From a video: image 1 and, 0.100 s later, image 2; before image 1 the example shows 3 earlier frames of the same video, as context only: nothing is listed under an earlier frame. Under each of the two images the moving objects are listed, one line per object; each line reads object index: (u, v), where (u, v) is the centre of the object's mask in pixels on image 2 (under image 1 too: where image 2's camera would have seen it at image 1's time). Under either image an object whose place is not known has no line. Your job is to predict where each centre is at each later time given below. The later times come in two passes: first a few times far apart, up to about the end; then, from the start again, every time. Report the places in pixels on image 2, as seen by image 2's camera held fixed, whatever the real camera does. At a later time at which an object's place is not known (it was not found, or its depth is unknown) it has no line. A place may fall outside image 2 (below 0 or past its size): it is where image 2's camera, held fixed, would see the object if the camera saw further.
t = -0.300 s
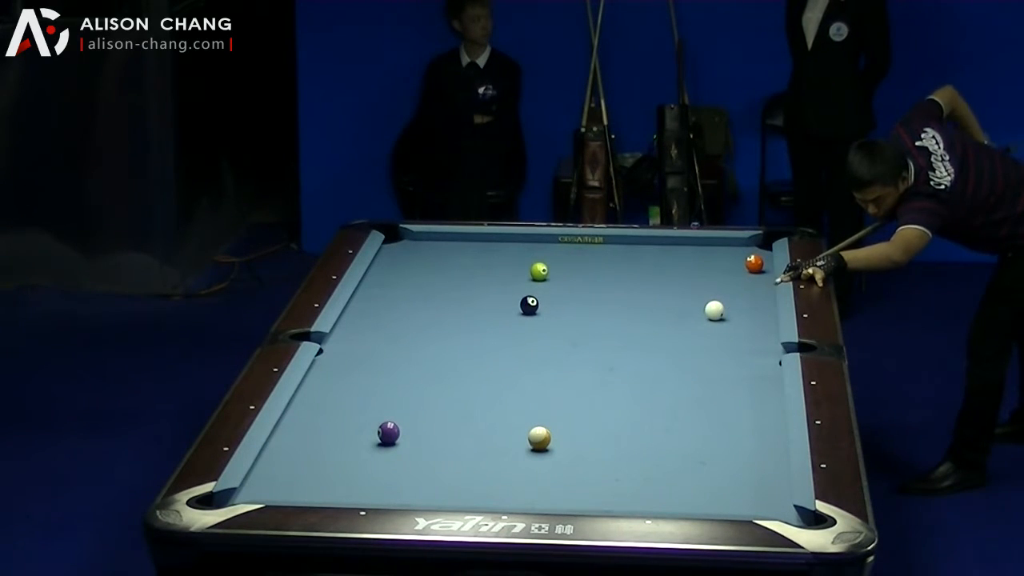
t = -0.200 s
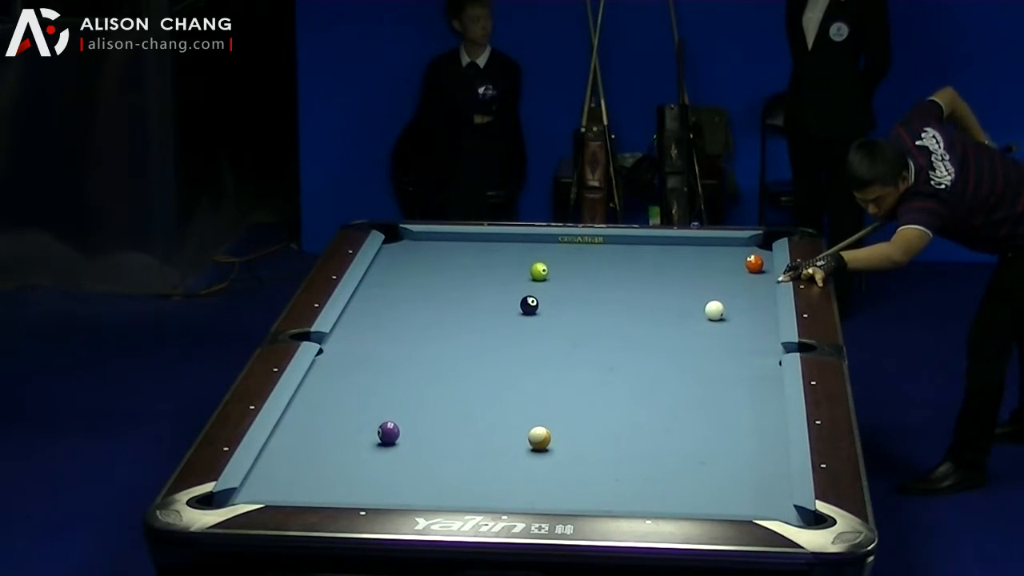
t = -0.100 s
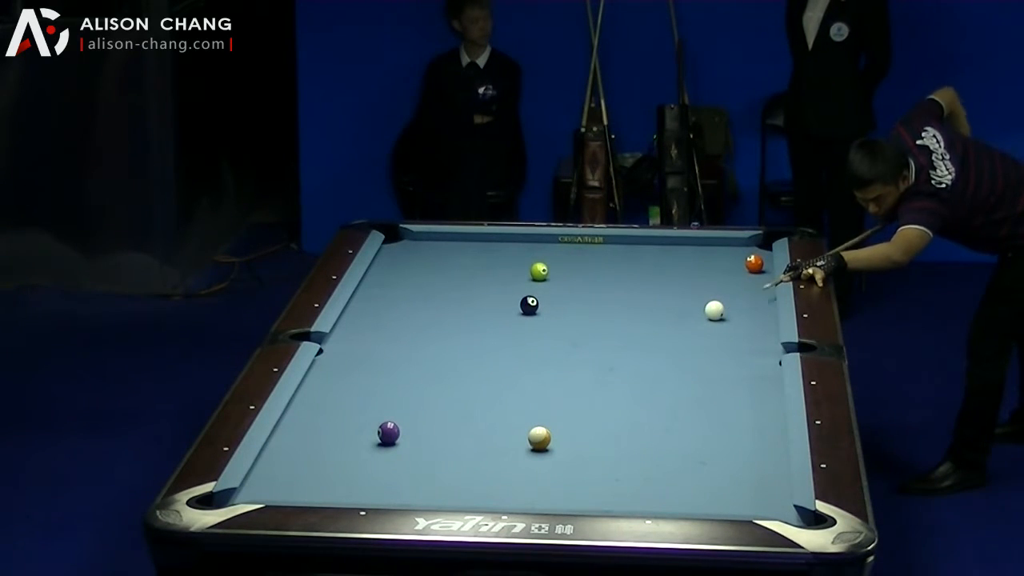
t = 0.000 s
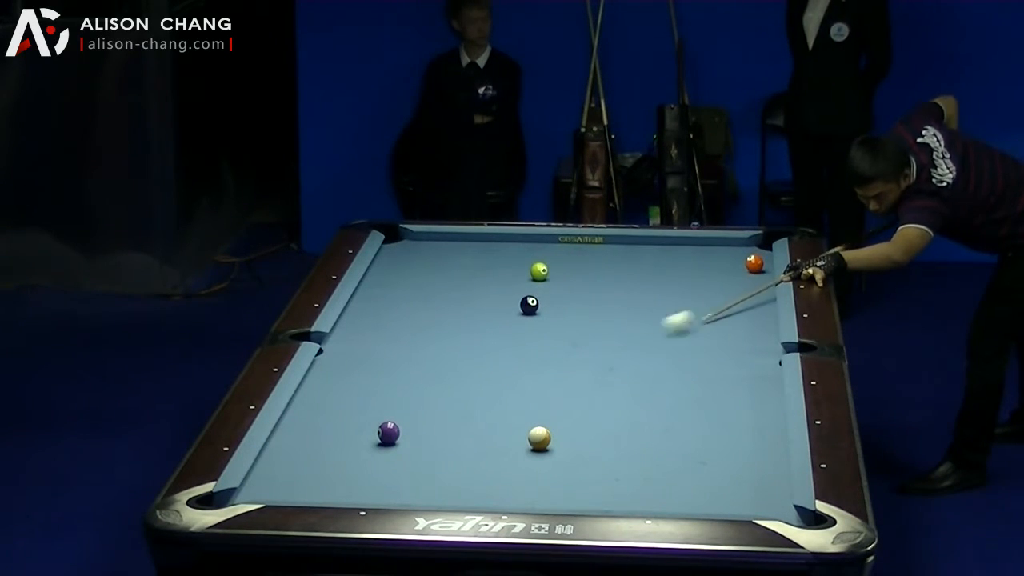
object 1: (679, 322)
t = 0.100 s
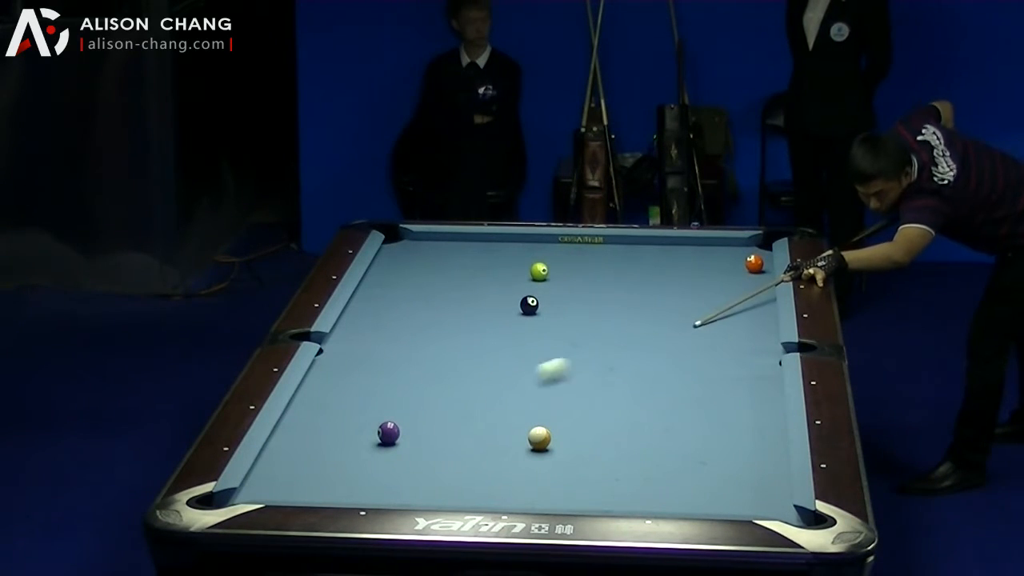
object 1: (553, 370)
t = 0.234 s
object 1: (397, 426)
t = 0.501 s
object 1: (354, 425)
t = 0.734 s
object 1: (317, 424)
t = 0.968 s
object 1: (290, 423)
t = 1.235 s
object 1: (312, 421)
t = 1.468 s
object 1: (328, 419)
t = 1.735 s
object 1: (345, 418)
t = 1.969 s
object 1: (358, 416)
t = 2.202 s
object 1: (370, 415)
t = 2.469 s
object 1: (381, 414)
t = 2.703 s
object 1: (390, 413)
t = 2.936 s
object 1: (396, 413)
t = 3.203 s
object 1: (402, 412)
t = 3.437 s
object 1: (406, 412)
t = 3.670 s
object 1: (408, 412)
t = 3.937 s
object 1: (408, 412)
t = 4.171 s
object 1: (408, 412)
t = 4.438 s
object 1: (408, 412)
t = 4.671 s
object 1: (408, 412)
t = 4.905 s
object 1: (408, 412)
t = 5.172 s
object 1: (408, 412)
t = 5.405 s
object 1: (408, 412)
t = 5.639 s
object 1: (408, 412)
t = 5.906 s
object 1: (408, 412)
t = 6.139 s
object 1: (408, 412)
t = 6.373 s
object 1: (408, 412)
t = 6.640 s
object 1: (408, 412)
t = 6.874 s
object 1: (408, 412)
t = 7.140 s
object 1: (408, 412)
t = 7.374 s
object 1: (408, 412)
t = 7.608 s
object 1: (408, 412)
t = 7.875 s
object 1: (408, 412)
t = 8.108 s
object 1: (408, 412)
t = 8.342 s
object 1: (408, 412)
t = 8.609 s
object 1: (408, 412)
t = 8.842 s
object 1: (408, 412)
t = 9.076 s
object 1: (408, 412)
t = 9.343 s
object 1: (408, 412)
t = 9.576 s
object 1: (408, 412)
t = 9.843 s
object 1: (408, 412)
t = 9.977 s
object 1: (408, 412)
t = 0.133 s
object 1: (508, 386)
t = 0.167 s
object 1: (462, 403)
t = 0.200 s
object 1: (416, 421)
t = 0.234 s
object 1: (397, 426)
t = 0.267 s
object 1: (392, 426)
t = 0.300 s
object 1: (386, 426)
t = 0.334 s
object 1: (381, 426)
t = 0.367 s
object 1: (375, 426)
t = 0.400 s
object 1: (370, 426)
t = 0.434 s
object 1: (364, 426)
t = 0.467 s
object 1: (359, 426)
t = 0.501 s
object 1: (354, 425)
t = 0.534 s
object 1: (348, 425)
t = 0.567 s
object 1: (343, 425)
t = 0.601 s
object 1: (338, 425)
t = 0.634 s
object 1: (332, 425)
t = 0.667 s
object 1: (327, 425)
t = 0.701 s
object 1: (322, 424)
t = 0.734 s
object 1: (317, 424)
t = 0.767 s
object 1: (312, 424)
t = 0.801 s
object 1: (307, 424)
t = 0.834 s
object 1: (302, 424)
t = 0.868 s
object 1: (297, 424)
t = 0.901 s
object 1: (292, 424)
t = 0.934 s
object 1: (288, 424)
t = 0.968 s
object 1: (290, 423)
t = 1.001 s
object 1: (293, 423)
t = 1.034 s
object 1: (296, 423)
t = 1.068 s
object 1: (299, 423)
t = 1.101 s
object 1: (301, 422)
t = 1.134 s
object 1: (304, 422)
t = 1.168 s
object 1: (307, 422)
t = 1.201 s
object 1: (309, 422)
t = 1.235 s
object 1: (312, 421)
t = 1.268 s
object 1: (314, 421)
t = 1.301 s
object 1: (316, 421)
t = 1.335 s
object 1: (319, 420)
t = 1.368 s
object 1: (321, 420)
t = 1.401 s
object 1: (324, 420)
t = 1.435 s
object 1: (326, 420)
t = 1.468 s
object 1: (328, 419)
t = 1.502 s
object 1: (330, 419)
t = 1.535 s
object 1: (332, 419)
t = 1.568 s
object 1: (335, 419)
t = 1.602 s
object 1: (337, 419)
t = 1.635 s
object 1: (339, 418)
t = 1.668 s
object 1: (341, 418)
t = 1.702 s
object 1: (343, 418)
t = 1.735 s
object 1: (345, 418)
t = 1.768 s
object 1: (347, 418)
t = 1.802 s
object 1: (349, 417)
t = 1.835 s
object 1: (351, 417)
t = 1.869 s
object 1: (353, 417)
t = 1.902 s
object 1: (355, 417)
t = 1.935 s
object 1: (356, 417)
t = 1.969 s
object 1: (358, 416)
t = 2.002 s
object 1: (360, 416)
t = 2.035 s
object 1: (362, 416)
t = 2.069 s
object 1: (363, 416)
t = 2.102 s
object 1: (365, 416)
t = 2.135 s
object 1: (367, 415)
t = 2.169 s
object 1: (368, 415)
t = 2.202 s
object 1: (370, 415)
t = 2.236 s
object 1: (371, 415)
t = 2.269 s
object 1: (373, 415)
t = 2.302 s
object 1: (374, 415)
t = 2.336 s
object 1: (376, 415)
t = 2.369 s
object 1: (377, 415)
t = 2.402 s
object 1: (378, 414)
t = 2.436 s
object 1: (380, 414)
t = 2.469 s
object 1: (381, 414)
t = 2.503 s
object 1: (383, 414)
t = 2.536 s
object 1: (384, 414)
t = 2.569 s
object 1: (385, 414)
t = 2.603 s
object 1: (386, 414)
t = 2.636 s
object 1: (387, 414)
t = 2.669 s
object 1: (388, 413)
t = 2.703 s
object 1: (390, 413)
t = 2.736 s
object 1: (391, 414)
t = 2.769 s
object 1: (392, 413)
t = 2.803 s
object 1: (393, 413)
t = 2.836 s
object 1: (394, 413)
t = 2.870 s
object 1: (394, 413)
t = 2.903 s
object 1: (395, 413)
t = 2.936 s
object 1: (396, 413)
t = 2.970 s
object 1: (397, 413)
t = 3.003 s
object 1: (398, 413)
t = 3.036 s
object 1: (399, 413)
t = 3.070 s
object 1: (399, 413)
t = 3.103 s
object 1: (400, 412)
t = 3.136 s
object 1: (401, 412)
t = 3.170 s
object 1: (401, 412)
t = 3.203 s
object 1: (402, 412)
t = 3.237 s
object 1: (403, 412)
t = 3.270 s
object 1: (403, 412)
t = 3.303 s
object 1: (404, 412)
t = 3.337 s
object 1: (404, 412)
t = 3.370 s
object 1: (405, 412)
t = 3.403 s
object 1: (405, 412)
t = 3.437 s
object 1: (406, 412)
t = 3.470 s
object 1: (406, 412)
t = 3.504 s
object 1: (407, 412)
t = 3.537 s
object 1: (407, 412)
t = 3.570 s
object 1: (407, 412)
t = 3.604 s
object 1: (407, 412)
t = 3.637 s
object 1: (407, 412)
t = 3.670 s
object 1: (408, 412)
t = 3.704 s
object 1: (408, 412)
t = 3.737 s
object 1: (408, 412)
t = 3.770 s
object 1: (408, 412)
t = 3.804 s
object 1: (408, 412)
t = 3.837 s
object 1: (408, 412)
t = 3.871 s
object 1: (408, 412)
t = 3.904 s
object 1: (408, 412)
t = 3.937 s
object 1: (408, 412)
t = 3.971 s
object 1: (408, 412)
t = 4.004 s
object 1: (408, 412)
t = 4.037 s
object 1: (408, 412)
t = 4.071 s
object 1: (408, 412)
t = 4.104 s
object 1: (408, 412)
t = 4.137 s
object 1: (408, 412)
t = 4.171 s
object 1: (408, 412)
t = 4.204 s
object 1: (408, 412)
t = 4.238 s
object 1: (408, 412)
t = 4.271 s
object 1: (408, 412)
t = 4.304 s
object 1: (408, 412)
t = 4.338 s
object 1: (408, 412)
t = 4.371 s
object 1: (408, 412)
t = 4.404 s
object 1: (408, 412)
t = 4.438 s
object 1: (408, 412)
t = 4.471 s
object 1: (408, 412)
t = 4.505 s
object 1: (408, 412)
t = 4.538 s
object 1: (408, 412)
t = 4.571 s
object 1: (408, 412)
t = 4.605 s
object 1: (408, 412)
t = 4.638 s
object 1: (408, 412)
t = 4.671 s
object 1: (408, 412)
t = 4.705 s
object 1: (408, 412)
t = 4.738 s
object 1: (408, 412)
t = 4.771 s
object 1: (408, 412)
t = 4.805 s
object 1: (408, 412)
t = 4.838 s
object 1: (408, 412)
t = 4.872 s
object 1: (408, 412)
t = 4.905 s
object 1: (408, 412)
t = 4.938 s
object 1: (408, 412)
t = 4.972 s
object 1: (408, 412)
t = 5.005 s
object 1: (408, 412)
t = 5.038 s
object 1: (408, 412)
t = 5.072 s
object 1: (408, 412)
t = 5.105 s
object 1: (408, 412)
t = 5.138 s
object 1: (408, 412)
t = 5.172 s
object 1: (408, 412)
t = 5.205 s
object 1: (408, 412)
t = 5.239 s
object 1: (408, 412)
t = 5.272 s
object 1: (408, 412)
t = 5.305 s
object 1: (408, 412)
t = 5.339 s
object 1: (408, 412)
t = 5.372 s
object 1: (408, 412)
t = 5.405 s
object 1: (408, 412)
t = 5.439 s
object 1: (408, 412)
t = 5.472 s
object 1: (408, 412)
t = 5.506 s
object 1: (408, 412)
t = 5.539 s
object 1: (408, 412)
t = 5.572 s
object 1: (408, 412)
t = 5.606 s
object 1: (408, 412)
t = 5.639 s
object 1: (408, 412)
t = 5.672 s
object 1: (408, 412)
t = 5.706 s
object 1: (408, 412)
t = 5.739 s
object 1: (408, 412)
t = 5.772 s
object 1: (408, 412)
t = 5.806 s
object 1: (408, 412)
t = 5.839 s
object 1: (408, 412)
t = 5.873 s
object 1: (408, 412)
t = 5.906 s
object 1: (408, 412)
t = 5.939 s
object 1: (408, 412)
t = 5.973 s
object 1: (408, 412)
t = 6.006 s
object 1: (408, 412)
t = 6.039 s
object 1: (408, 412)
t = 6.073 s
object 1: (408, 412)
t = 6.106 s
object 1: (408, 412)
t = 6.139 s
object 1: (408, 412)
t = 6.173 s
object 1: (408, 412)
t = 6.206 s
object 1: (408, 412)
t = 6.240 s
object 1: (408, 412)
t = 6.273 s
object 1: (408, 412)
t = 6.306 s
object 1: (408, 412)
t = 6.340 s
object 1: (408, 412)
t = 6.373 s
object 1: (408, 412)
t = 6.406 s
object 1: (408, 412)
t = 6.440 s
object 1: (408, 412)
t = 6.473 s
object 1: (408, 412)
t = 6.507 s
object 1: (408, 412)
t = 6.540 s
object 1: (408, 412)
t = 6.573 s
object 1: (408, 412)
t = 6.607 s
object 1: (408, 412)
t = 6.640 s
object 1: (408, 412)
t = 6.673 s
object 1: (408, 412)
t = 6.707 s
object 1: (408, 412)
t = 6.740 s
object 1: (408, 412)
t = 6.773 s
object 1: (408, 412)
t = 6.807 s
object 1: (408, 412)
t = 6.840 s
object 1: (408, 412)
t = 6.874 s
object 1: (408, 412)
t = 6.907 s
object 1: (408, 412)
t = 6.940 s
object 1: (408, 412)
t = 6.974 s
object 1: (408, 412)
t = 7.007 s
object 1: (408, 412)
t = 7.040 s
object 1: (408, 412)
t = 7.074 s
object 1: (408, 412)
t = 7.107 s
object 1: (408, 412)
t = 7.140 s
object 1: (408, 412)
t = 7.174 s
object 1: (408, 412)
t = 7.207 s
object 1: (408, 412)
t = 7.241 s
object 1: (408, 412)
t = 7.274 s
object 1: (408, 412)
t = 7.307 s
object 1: (408, 412)
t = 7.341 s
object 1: (408, 412)
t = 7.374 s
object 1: (408, 412)
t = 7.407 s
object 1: (408, 412)
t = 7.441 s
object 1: (408, 412)
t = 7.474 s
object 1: (408, 412)
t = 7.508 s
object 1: (408, 412)
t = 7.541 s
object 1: (408, 412)
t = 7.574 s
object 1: (408, 412)
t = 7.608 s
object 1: (408, 412)
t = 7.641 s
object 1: (408, 412)
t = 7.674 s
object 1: (408, 412)
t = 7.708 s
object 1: (408, 412)
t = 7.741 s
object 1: (408, 412)
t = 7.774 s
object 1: (408, 412)
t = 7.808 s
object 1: (408, 412)
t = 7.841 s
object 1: (408, 412)
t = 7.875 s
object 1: (408, 412)
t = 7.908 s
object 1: (408, 412)
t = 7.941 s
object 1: (408, 412)
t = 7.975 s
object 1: (408, 412)
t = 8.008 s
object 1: (408, 412)
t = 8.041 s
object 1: (408, 412)
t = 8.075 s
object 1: (408, 412)
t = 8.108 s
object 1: (408, 412)
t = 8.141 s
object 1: (408, 412)
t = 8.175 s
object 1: (408, 412)
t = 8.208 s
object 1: (408, 412)
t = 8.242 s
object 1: (408, 412)
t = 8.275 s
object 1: (408, 412)
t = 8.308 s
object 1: (408, 412)
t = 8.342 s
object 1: (408, 412)
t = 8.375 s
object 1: (408, 412)
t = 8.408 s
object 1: (408, 412)
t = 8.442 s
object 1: (408, 412)
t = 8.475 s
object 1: (408, 412)
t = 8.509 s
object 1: (408, 412)
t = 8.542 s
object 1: (408, 412)
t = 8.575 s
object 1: (408, 412)
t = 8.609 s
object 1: (408, 412)
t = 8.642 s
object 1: (408, 412)
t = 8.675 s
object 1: (408, 412)
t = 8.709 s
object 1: (408, 412)
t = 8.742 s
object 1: (408, 412)
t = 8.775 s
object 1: (408, 412)
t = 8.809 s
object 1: (408, 412)
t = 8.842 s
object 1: (408, 412)
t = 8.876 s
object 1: (408, 412)
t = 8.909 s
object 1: (408, 412)
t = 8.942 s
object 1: (408, 412)
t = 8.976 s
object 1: (408, 412)
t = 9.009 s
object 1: (408, 412)
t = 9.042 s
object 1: (408, 412)
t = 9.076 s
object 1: (408, 412)
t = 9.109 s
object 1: (408, 412)
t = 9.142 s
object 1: (408, 412)
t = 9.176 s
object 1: (408, 412)
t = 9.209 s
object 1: (408, 412)
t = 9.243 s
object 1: (408, 412)
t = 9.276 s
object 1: (408, 412)
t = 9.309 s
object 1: (408, 412)
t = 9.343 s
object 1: (408, 412)
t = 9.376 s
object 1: (408, 412)
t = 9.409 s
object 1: (408, 412)
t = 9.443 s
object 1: (408, 412)
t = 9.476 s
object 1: (408, 412)
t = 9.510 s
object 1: (408, 412)
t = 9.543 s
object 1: (408, 412)
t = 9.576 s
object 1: (408, 412)
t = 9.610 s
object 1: (408, 412)
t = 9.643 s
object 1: (408, 412)
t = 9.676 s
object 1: (408, 412)
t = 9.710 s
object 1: (408, 412)
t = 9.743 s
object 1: (408, 412)
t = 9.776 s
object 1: (408, 412)
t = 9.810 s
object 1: (408, 412)
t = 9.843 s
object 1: (408, 412)
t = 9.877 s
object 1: (408, 412)
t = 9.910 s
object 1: (408, 412)
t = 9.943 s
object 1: (408, 412)
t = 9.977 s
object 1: (408, 412)
